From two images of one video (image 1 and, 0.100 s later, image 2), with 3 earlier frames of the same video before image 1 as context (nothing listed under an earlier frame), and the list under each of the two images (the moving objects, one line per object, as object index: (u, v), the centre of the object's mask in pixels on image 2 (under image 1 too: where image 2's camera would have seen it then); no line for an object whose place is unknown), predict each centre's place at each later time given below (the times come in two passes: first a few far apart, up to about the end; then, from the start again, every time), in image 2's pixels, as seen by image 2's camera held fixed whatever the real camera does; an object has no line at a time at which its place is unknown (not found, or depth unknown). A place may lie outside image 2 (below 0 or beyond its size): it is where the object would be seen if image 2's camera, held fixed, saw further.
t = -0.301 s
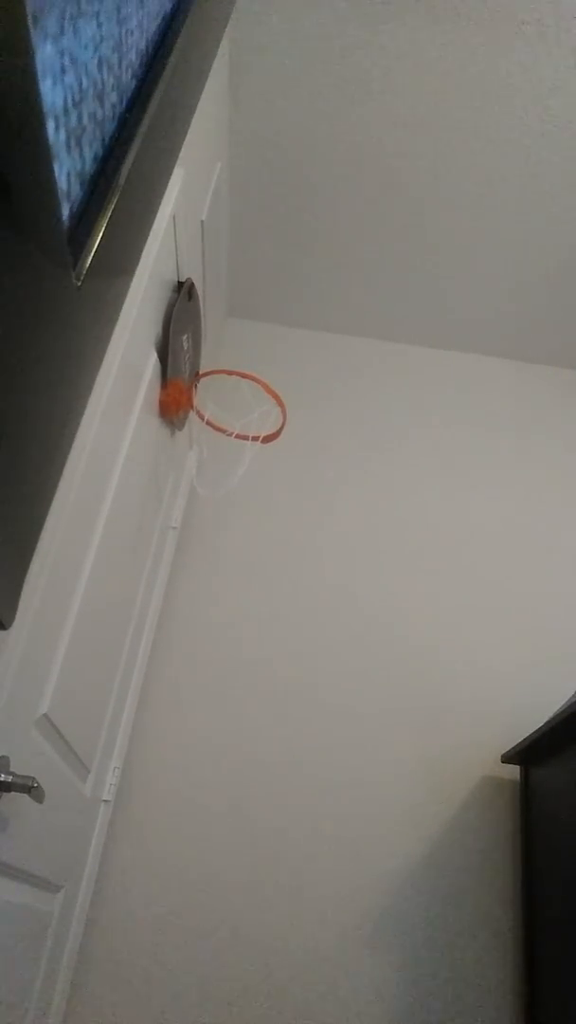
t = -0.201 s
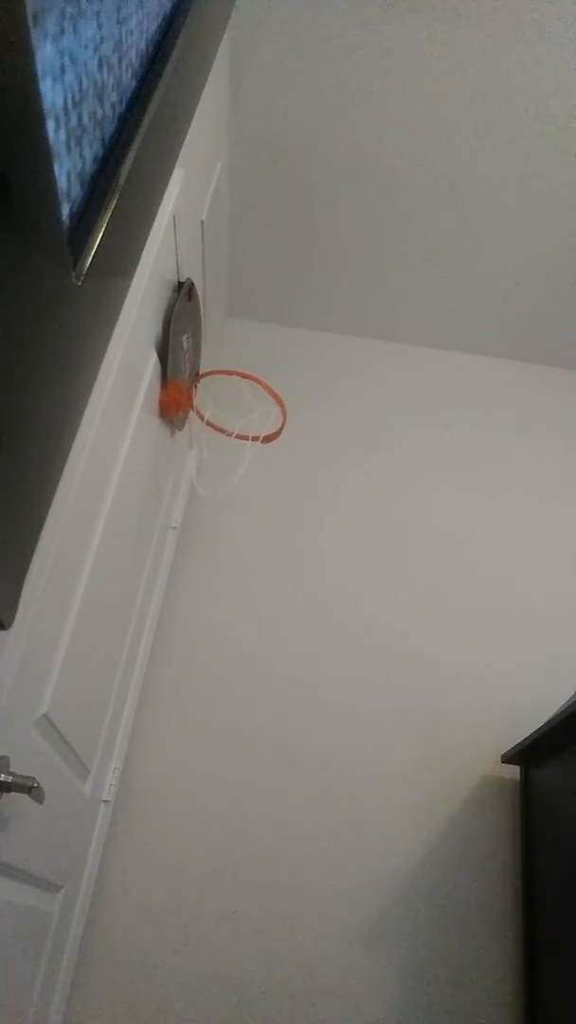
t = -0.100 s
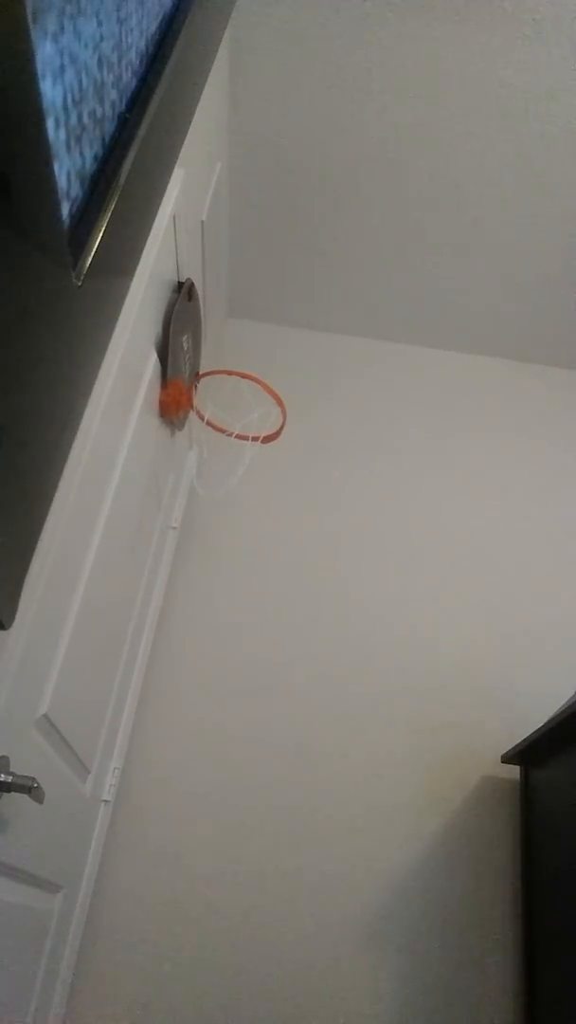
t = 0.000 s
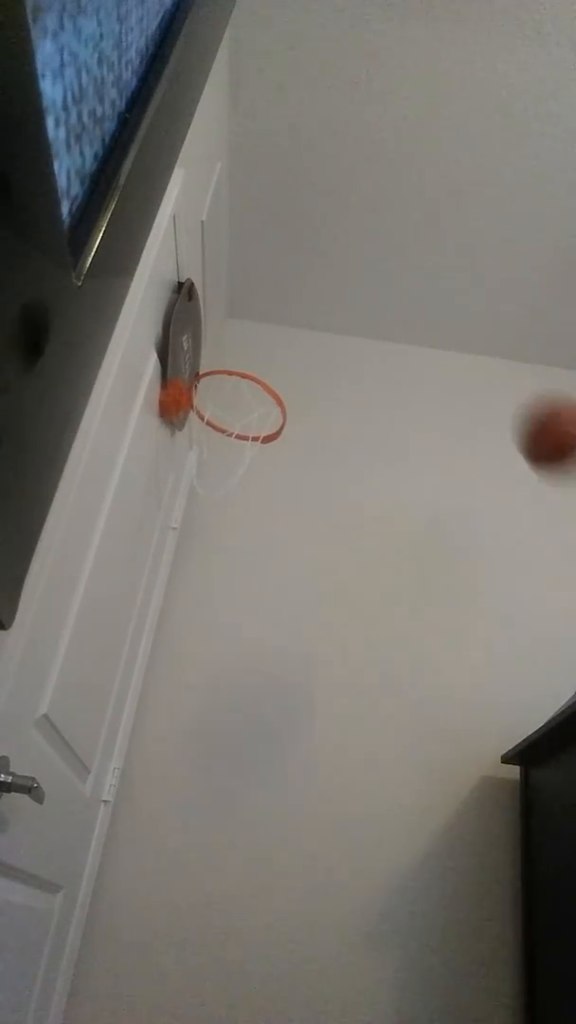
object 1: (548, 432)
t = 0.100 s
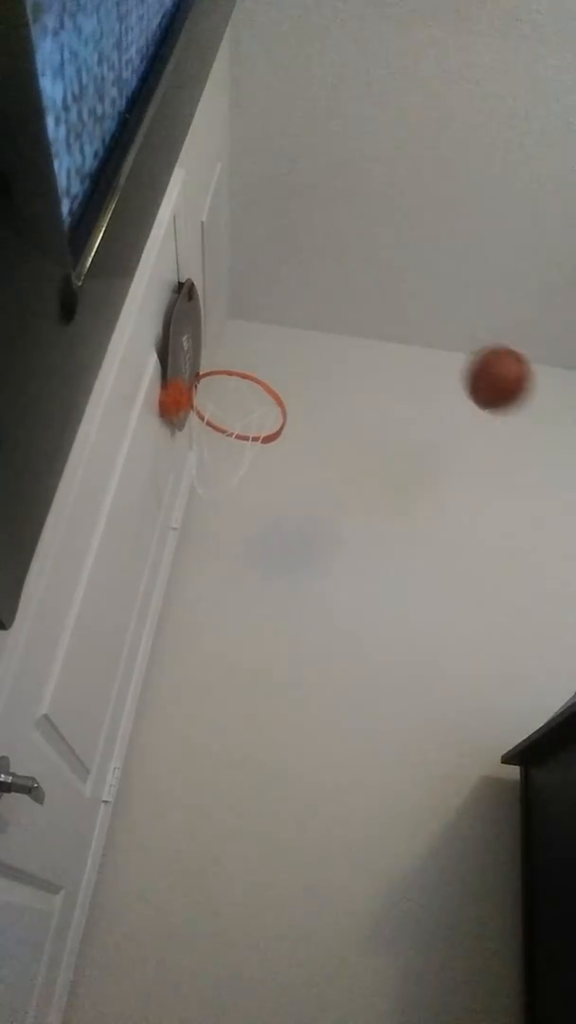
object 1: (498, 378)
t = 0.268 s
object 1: (429, 365)
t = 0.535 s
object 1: (342, 460)
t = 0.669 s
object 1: (324, 484)
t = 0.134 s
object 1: (482, 369)
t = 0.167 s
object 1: (467, 364)
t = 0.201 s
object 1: (453, 361)
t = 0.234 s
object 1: (440, 362)
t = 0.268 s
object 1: (429, 365)
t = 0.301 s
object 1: (416, 370)
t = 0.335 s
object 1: (405, 378)
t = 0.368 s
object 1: (394, 388)
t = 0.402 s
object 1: (383, 399)
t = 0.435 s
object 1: (372, 413)
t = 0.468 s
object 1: (360, 431)
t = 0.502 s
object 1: (348, 452)
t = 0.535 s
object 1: (342, 460)
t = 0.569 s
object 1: (338, 461)
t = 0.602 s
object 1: (335, 466)
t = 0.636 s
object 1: (330, 473)
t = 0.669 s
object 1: (324, 484)
